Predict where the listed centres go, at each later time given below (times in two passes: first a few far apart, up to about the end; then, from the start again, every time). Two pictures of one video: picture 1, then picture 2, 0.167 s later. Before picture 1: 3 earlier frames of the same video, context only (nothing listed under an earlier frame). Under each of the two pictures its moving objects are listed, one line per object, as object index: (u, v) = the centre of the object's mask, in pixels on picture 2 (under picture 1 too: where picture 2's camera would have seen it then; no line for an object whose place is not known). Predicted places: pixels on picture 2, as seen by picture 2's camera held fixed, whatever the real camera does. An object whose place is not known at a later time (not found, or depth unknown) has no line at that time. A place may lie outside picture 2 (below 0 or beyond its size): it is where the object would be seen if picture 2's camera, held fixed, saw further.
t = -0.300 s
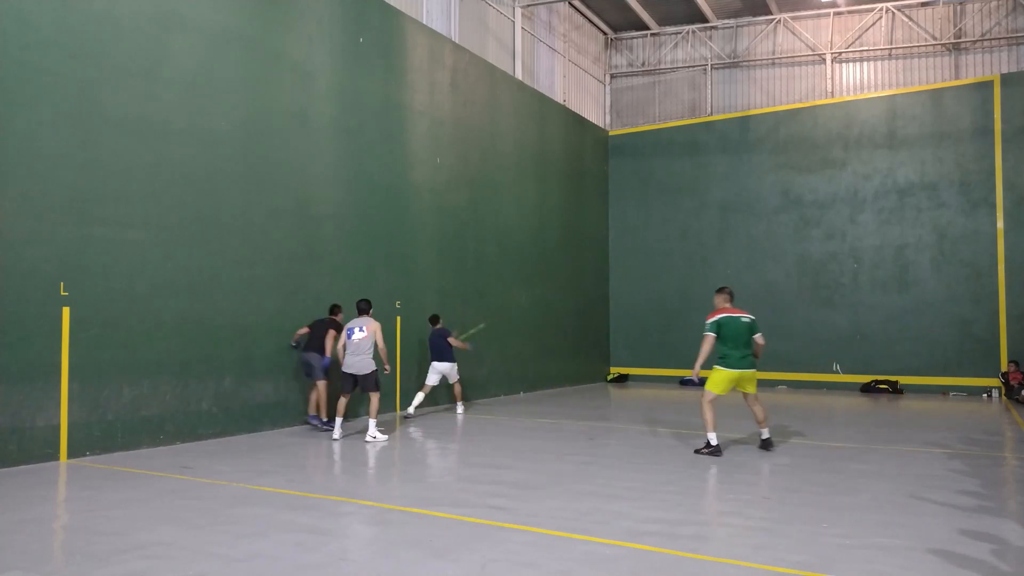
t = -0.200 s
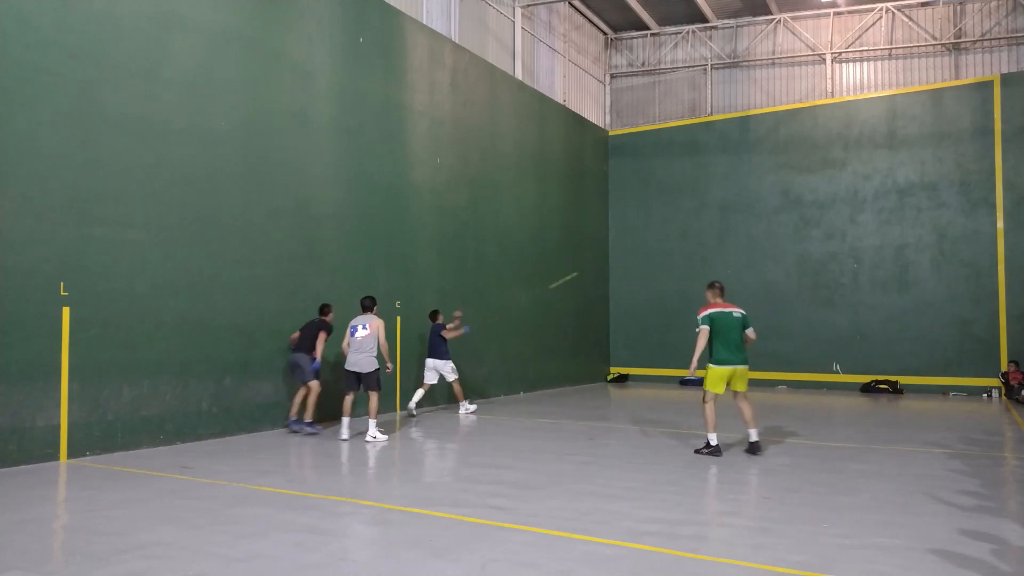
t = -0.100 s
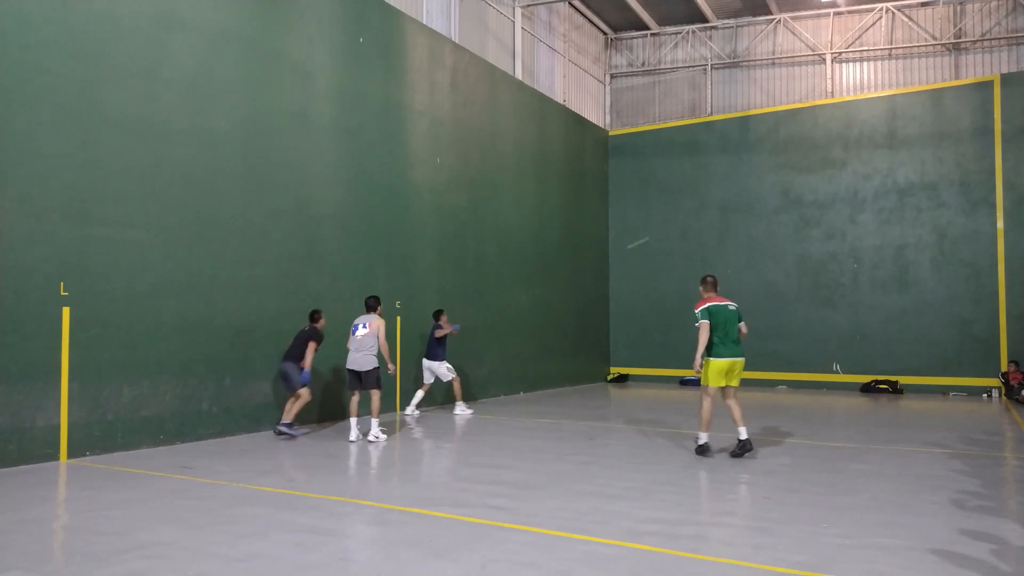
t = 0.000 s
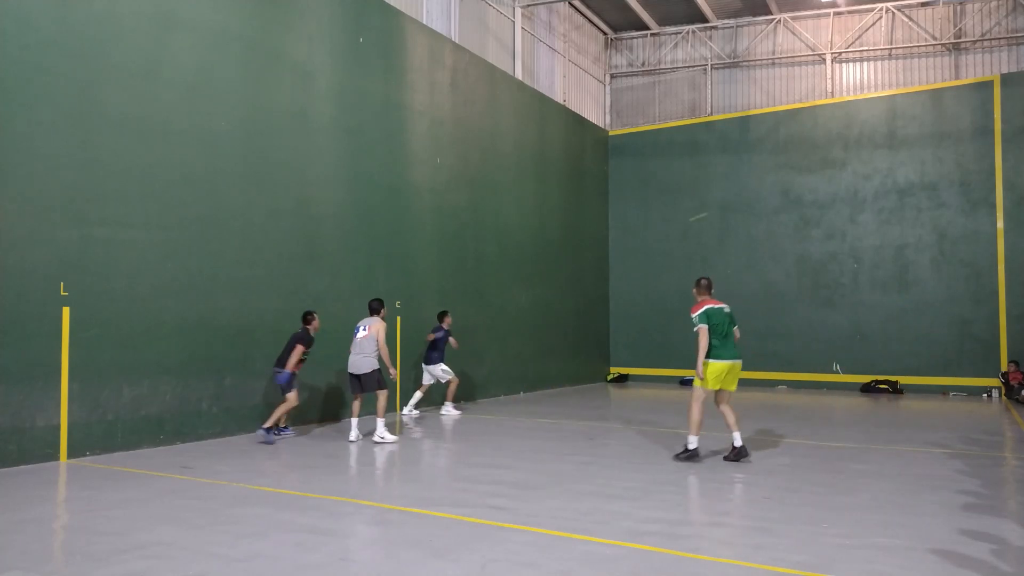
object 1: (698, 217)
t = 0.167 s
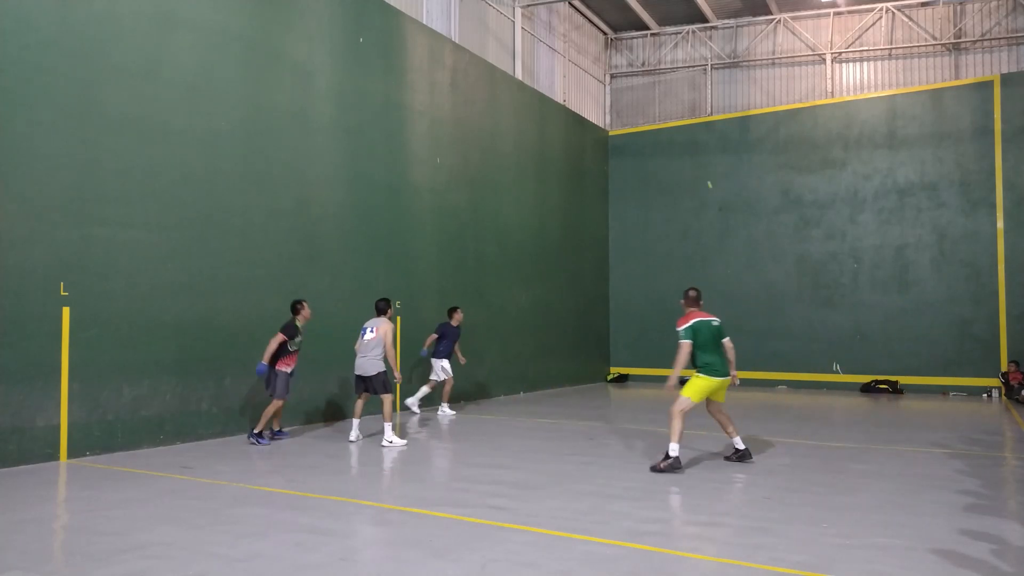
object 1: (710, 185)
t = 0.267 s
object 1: (702, 168)
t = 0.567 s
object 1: (672, 135)
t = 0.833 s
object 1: (632, 145)
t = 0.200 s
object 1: (707, 179)
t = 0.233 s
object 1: (704, 173)
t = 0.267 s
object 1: (702, 168)
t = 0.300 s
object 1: (699, 163)
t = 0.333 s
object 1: (696, 158)
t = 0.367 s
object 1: (692, 153)
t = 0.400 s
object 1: (689, 150)
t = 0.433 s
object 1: (687, 146)
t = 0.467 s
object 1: (683, 142)
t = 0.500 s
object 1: (679, 139)
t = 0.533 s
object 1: (675, 136)
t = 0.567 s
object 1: (672, 135)
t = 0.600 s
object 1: (667, 133)
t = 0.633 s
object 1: (663, 132)
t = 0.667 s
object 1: (659, 132)
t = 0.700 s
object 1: (654, 133)
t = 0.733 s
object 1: (649, 134)
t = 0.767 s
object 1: (643, 137)
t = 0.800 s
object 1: (637, 140)
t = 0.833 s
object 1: (632, 145)
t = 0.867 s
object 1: (625, 151)
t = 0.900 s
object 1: (618, 158)
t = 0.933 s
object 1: (610, 168)
